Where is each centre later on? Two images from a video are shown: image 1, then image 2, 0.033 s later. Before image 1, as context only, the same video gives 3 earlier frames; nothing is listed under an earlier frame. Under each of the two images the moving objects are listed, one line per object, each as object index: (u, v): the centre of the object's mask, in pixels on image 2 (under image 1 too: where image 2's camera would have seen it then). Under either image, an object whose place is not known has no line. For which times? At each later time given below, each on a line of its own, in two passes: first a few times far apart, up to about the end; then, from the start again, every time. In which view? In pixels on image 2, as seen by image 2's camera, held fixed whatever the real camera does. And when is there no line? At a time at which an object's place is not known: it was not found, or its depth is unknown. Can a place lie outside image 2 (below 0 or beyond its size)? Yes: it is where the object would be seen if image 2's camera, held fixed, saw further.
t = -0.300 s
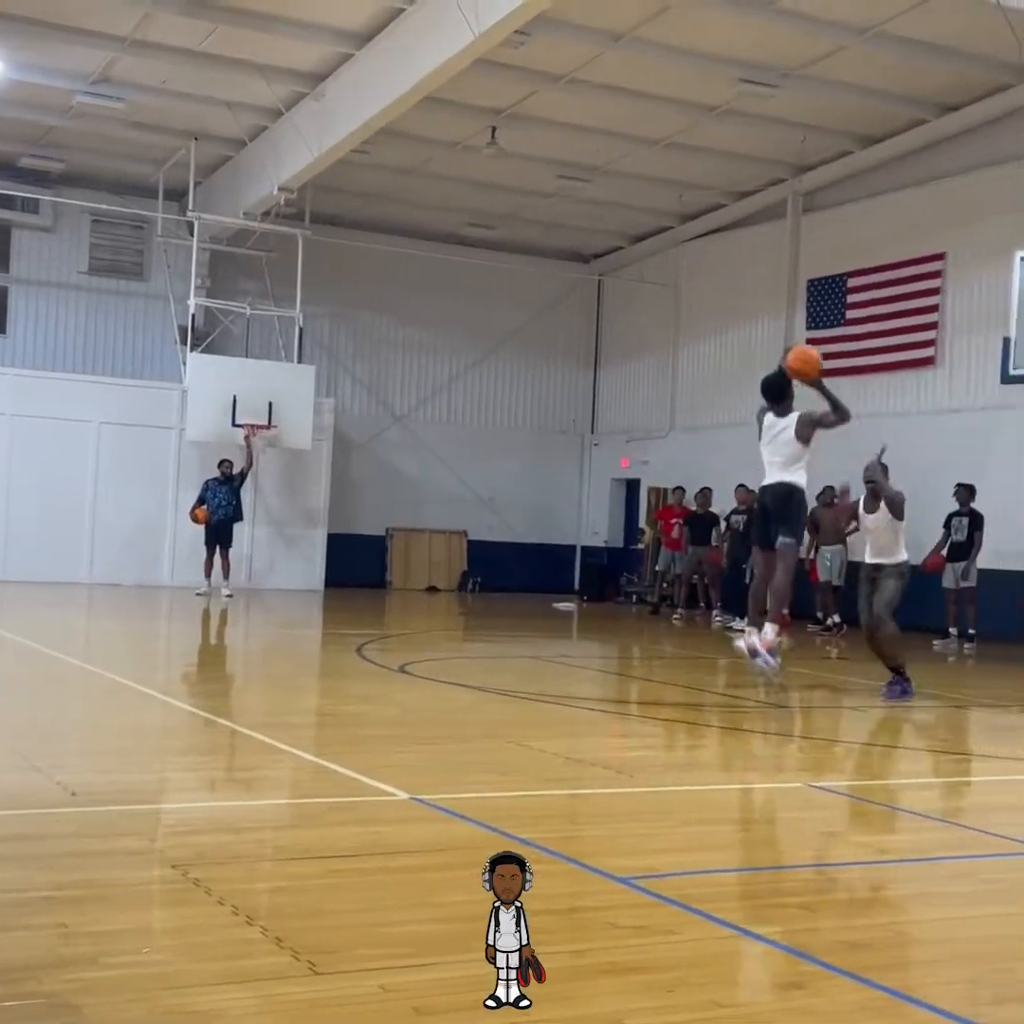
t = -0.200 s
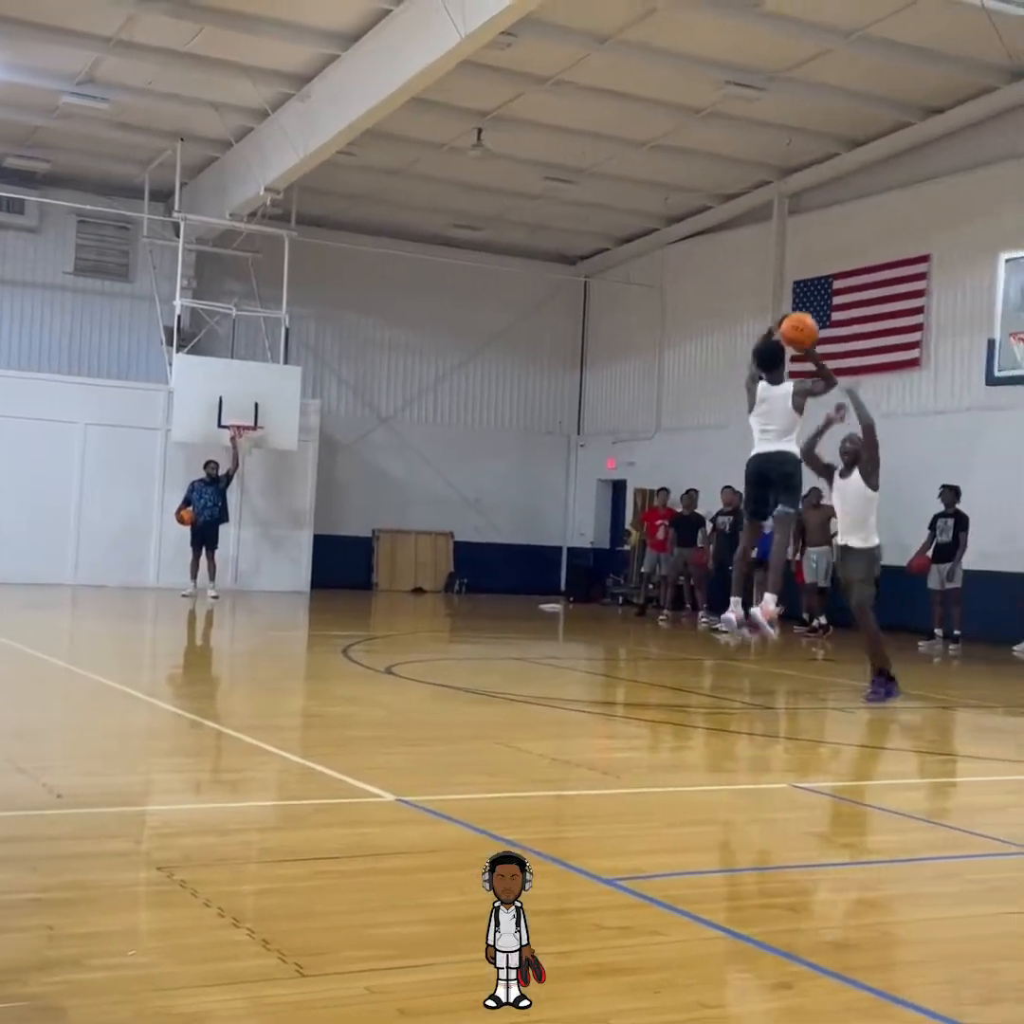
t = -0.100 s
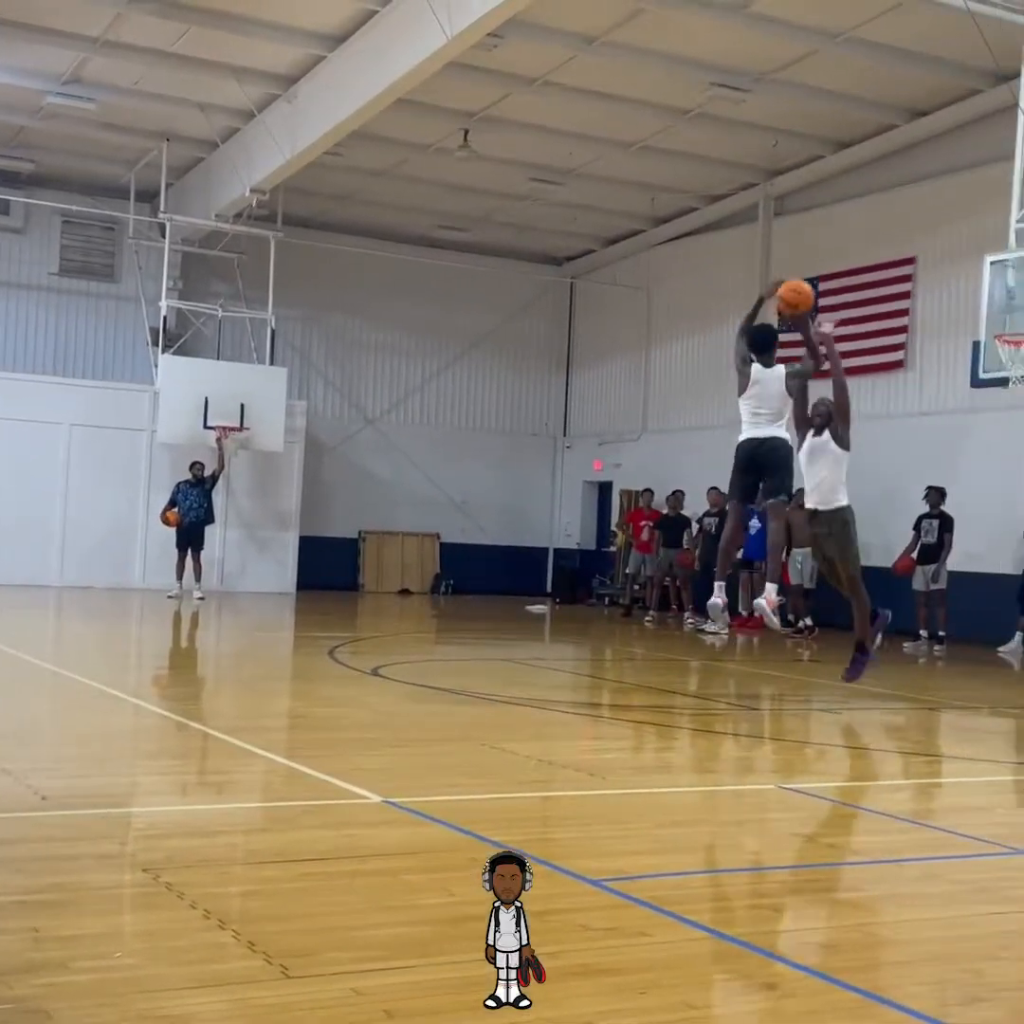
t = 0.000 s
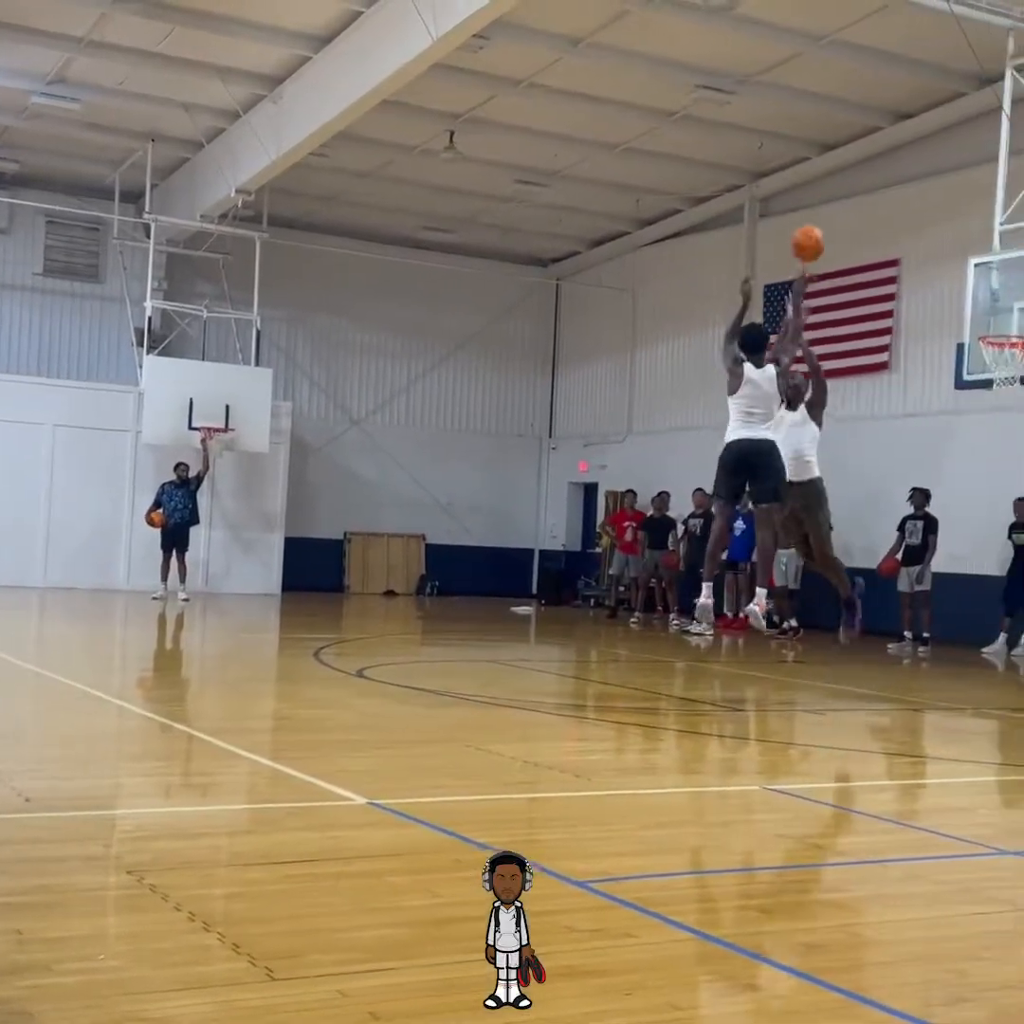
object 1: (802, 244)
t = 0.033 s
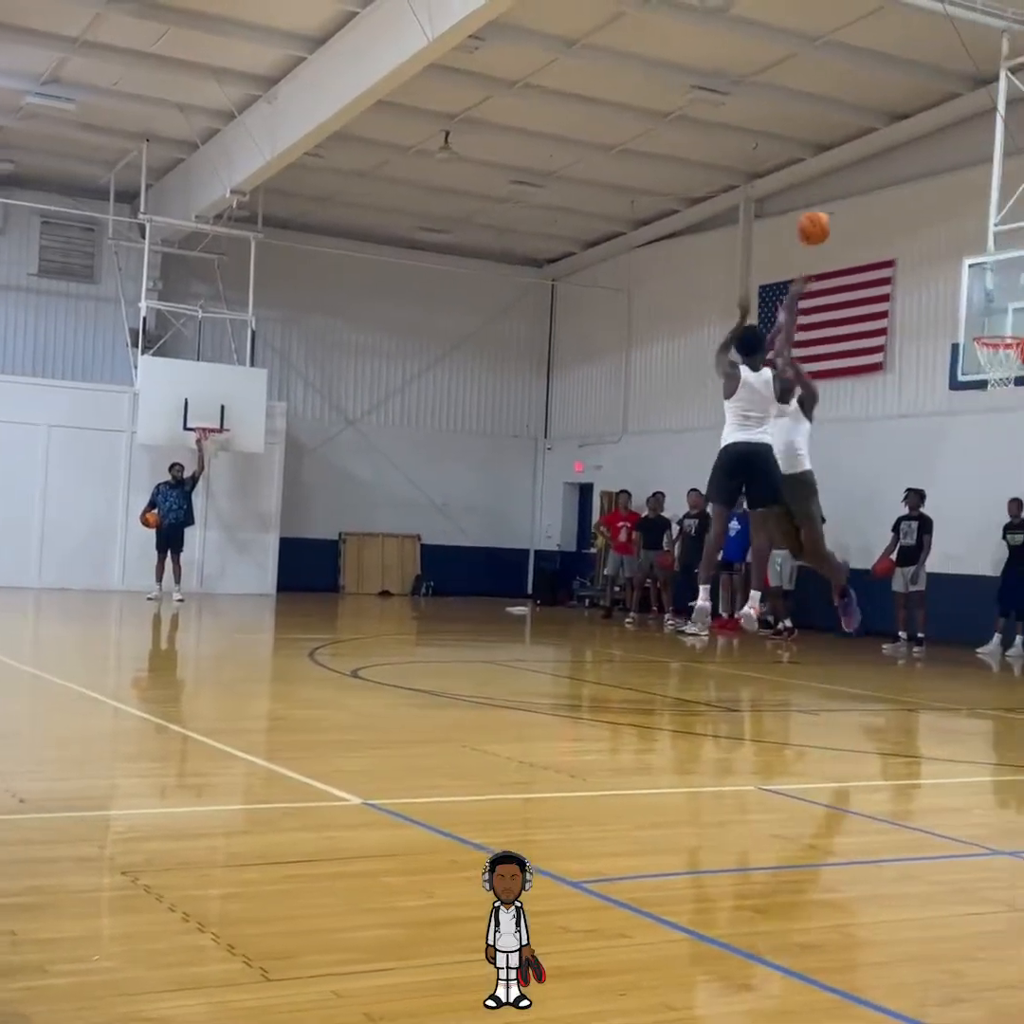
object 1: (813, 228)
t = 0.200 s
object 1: (862, 171)
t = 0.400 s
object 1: (911, 160)
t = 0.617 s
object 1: (955, 201)
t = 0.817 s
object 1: (986, 282)
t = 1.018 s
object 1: (1003, 337)
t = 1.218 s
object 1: (1012, 328)
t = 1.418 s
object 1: (1017, 321)
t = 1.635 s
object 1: (1005, 328)
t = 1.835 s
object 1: (985, 364)
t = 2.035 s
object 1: (992, 381)
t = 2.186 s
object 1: (999, 414)
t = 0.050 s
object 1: (818, 219)
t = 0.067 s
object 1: (823, 213)
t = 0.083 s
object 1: (828, 206)
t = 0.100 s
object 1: (833, 200)
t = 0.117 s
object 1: (839, 194)
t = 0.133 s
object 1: (844, 189)
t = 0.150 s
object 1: (849, 184)
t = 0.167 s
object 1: (853, 180)
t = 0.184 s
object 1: (858, 175)
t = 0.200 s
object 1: (862, 171)
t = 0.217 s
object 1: (867, 169)
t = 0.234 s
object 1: (871, 166)
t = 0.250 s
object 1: (875, 164)
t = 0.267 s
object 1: (879, 163)
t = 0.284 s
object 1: (883, 160)
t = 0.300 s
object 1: (887, 160)
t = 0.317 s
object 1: (892, 158)
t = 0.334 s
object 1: (895, 158)
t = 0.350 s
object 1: (898, 157)
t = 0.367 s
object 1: (903, 157)
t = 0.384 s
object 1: (907, 159)
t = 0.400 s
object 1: (911, 160)
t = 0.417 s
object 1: (914, 161)
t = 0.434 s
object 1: (917, 161)
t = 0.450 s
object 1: (921, 163)
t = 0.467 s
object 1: (926, 166)
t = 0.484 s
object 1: (929, 169)
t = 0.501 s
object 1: (933, 172)
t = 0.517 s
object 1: (935, 176)
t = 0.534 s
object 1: (939, 179)
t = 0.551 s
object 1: (942, 183)
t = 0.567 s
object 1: (945, 187)
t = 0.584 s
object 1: (948, 191)
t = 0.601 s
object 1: (951, 196)
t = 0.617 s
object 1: (955, 201)
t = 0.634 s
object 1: (956, 206)
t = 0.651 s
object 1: (960, 212)
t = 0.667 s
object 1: (963, 218)
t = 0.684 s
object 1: (966, 224)
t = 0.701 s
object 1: (969, 231)
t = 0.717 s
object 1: (970, 237)
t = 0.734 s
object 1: (972, 243)
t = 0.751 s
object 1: (976, 251)
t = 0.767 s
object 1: (979, 258)
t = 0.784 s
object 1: (981, 266)
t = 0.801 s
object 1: (983, 274)
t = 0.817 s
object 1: (986, 282)
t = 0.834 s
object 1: (988, 289)
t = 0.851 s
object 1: (991, 299)
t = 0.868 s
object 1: (993, 307)
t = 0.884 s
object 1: (996, 316)
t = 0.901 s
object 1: (998, 324)
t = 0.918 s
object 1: (1000, 327)
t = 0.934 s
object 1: (1001, 327)
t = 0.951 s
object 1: (1004, 330)
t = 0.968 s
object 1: (1005, 331)
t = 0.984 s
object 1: (1007, 330)
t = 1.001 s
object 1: (1007, 330)
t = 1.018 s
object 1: (1003, 337)
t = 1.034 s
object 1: (1001, 337)
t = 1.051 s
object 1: (998, 337)
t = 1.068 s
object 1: (993, 335)
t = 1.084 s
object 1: (990, 335)
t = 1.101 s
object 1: (988, 334)
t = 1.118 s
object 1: (991, 332)
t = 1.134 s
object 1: (994, 332)
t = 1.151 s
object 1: (998, 330)
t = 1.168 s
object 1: (1002, 328)
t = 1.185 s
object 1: (1005, 328)
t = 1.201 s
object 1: (1009, 328)
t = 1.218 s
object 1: (1012, 328)
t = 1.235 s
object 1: (1016, 328)
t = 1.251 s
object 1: (1019, 327)
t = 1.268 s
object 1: (1019, 327)
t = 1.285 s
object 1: (1019, 326)
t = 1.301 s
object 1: (1018, 325)
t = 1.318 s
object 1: (1018, 323)
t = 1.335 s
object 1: (1017, 321)
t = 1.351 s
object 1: (1018, 321)
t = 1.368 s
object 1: (1017, 321)
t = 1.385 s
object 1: (1017, 321)
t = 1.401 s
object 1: (1017, 320)
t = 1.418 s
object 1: (1017, 321)
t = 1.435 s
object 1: (1017, 321)
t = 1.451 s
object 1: (1016, 322)
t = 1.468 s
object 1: (1016, 323)
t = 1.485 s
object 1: (1015, 323)
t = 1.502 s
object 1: (1015, 324)
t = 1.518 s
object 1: (1015, 326)
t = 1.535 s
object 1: (1013, 327)
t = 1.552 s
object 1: (1012, 327)
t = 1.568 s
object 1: (1011, 327)
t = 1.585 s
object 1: (1011, 327)
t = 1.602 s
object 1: (1009, 328)
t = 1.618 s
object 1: (1006, 328)
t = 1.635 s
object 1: (1005, 328)
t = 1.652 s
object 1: (1004, 329)
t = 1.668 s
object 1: (1001, 329)
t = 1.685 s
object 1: (1000, 331)
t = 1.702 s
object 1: (997, 337)
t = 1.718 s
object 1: (995, 340)
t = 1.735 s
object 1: (992, 343)
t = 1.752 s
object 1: (991, 348)
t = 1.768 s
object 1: (990, 349)
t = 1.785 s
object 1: (988, 352)
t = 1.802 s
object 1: (988, 353)
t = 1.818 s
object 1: (985, 362)
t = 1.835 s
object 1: (985, 364)
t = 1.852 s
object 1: (984, 366)
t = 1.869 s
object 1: (983, 368)
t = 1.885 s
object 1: (983, 368)
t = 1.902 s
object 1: (984, 368)
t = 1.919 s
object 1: (985, 368)
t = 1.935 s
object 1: (985, 370)
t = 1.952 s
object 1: (986, 371)
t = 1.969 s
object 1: (986, 372)
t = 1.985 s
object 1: (988, 372)
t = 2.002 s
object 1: (989, 374)
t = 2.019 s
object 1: (991, 380)
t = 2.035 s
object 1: (992, 381)
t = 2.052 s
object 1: (993, 383)
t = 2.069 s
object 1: (994, 386)
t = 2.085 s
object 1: (995, 387)
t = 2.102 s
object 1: (995, 392)
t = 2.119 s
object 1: (996, 396)
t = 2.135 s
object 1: (997, 400)
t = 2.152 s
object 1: (998, 404)
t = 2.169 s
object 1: (999, 409)
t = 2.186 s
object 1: (999, 414)
